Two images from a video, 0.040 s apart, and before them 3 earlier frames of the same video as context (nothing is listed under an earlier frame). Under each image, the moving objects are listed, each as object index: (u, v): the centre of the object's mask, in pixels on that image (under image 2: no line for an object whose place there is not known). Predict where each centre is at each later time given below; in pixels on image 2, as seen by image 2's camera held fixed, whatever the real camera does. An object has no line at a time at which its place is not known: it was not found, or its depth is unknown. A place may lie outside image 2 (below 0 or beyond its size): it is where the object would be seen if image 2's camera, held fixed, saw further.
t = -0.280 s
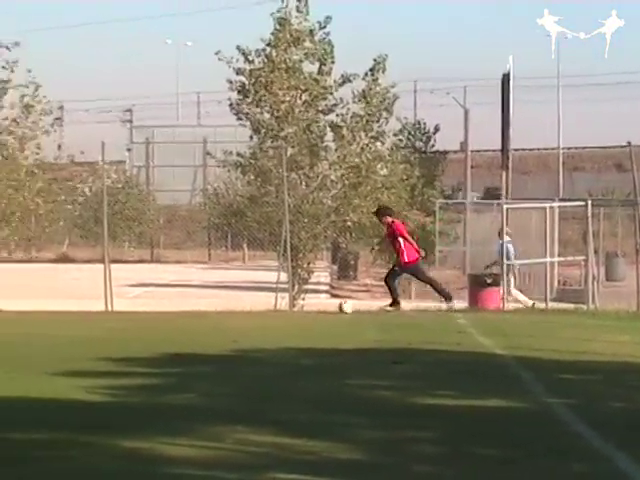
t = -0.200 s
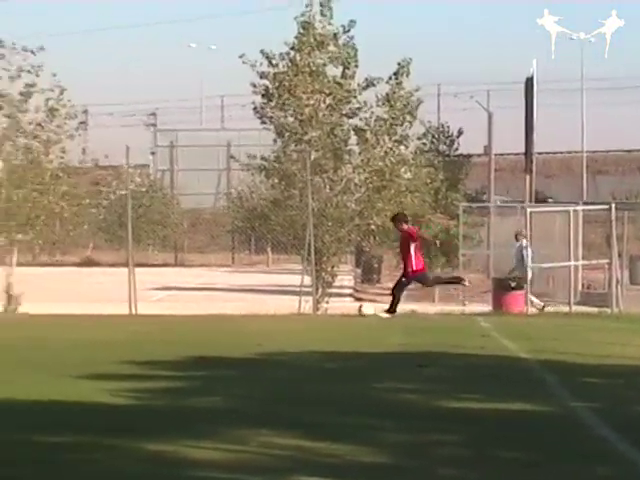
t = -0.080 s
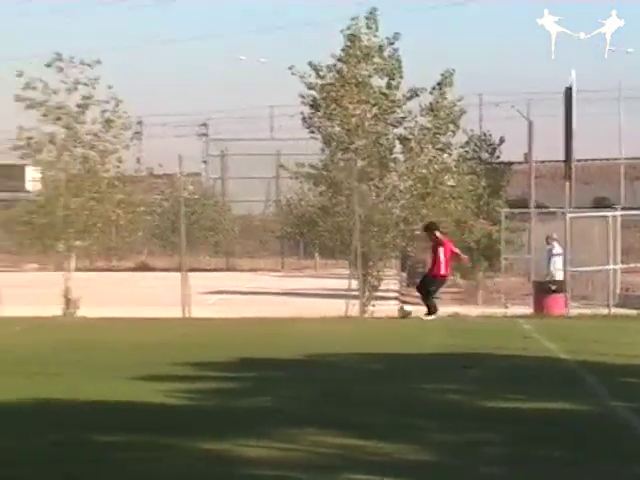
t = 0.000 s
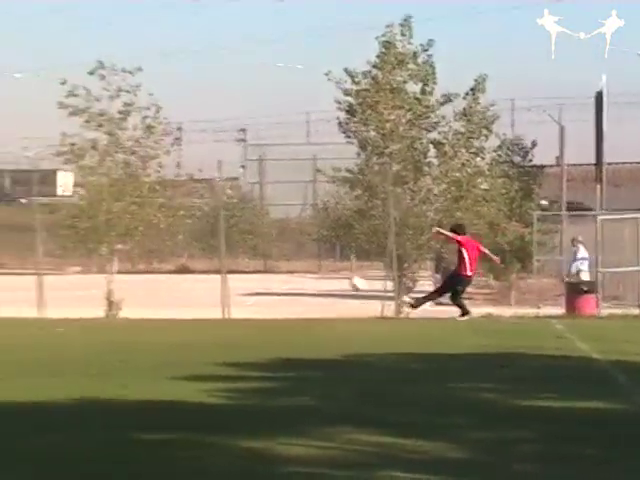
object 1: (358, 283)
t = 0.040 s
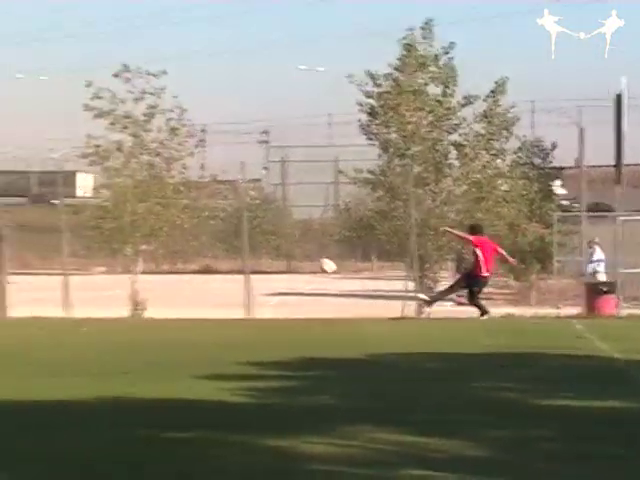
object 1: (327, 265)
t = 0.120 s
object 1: (223, 230)
